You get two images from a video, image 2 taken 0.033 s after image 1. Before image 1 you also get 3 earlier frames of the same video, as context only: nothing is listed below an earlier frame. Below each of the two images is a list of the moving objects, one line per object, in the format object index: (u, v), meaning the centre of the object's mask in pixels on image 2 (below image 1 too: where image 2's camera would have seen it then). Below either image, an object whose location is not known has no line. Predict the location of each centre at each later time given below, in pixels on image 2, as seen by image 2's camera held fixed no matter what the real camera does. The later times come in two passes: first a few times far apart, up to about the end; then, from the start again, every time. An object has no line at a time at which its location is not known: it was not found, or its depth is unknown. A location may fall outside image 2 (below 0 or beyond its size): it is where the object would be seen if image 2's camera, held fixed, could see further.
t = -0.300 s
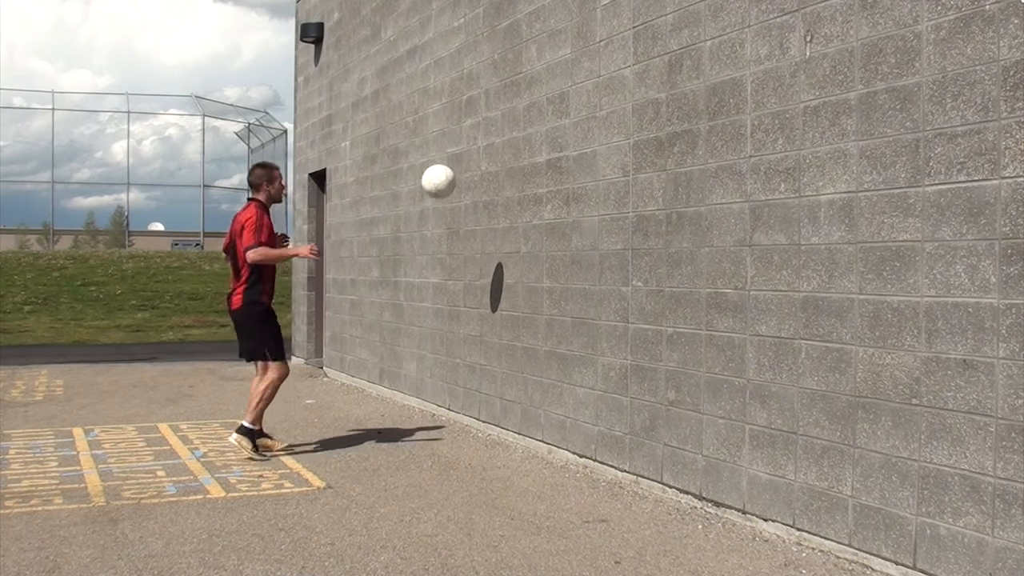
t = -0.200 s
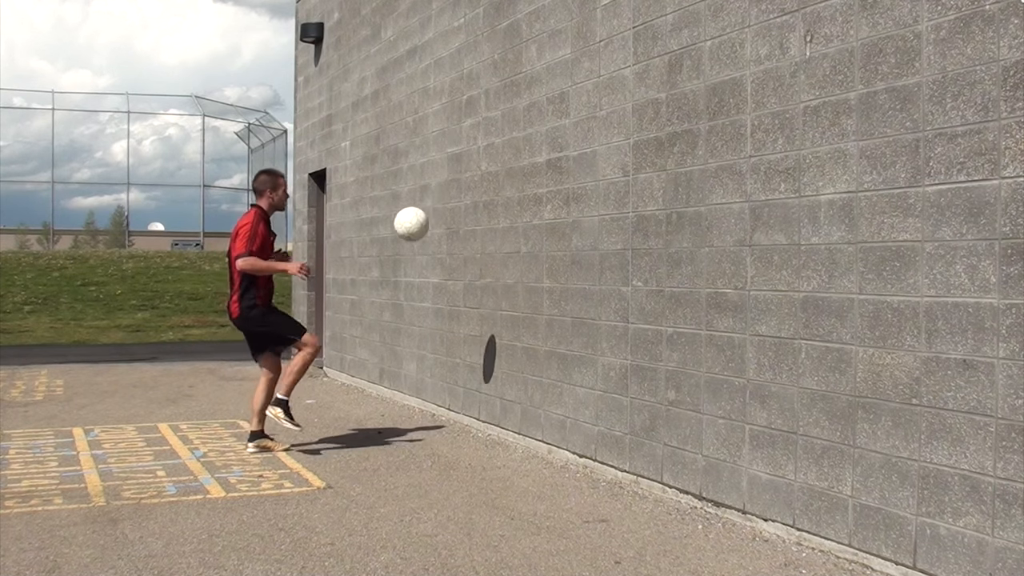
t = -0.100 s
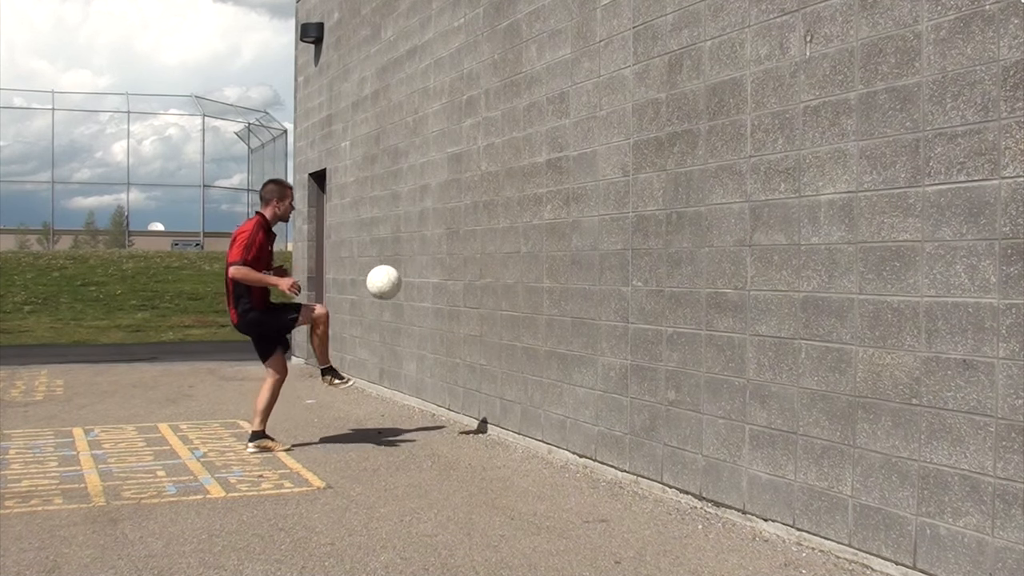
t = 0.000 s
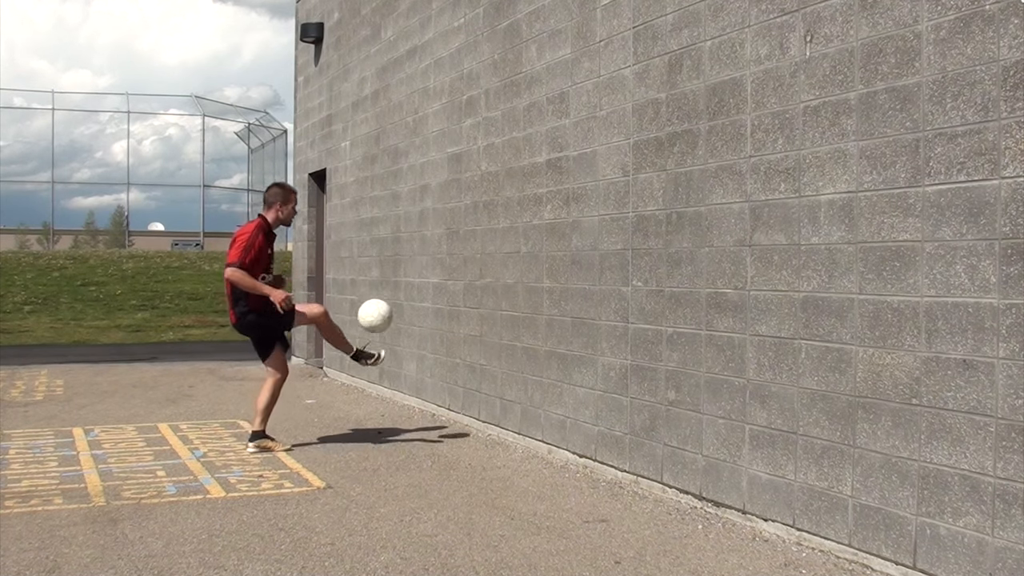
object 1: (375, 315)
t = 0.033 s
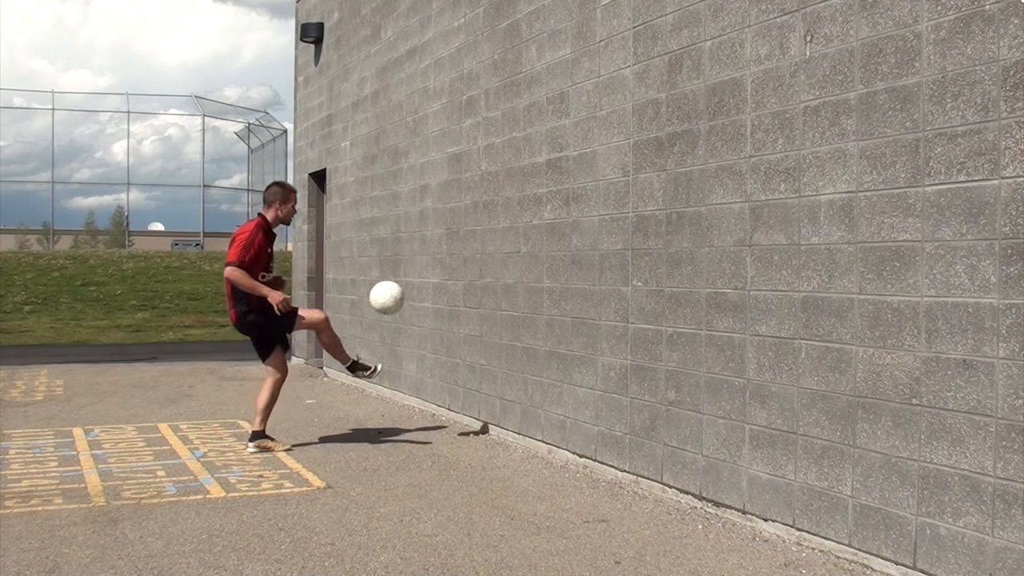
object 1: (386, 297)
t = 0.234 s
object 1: (456, 224)
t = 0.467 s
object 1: (489, 212)
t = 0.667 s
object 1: (437, 264)
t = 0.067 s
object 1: (398, 280)
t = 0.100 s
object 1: (410, 266)
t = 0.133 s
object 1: (422, 252)
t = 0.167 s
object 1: (433, 241)
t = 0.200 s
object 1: (445, 232)
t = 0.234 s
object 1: (456, 224)
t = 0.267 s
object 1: (467, 218)
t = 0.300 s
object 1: (479, 213)
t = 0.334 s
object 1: (490, 210)
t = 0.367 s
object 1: (501, 208)
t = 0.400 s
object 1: (506, 208)
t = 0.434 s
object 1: (497, 209)
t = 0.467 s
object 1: (489, 212)
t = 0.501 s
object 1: (481, 216)
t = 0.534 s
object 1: (472, 222)
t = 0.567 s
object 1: (463, 230)
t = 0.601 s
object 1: (455, 240)
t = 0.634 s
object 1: (446, 251)
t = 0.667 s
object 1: (437, 264)
